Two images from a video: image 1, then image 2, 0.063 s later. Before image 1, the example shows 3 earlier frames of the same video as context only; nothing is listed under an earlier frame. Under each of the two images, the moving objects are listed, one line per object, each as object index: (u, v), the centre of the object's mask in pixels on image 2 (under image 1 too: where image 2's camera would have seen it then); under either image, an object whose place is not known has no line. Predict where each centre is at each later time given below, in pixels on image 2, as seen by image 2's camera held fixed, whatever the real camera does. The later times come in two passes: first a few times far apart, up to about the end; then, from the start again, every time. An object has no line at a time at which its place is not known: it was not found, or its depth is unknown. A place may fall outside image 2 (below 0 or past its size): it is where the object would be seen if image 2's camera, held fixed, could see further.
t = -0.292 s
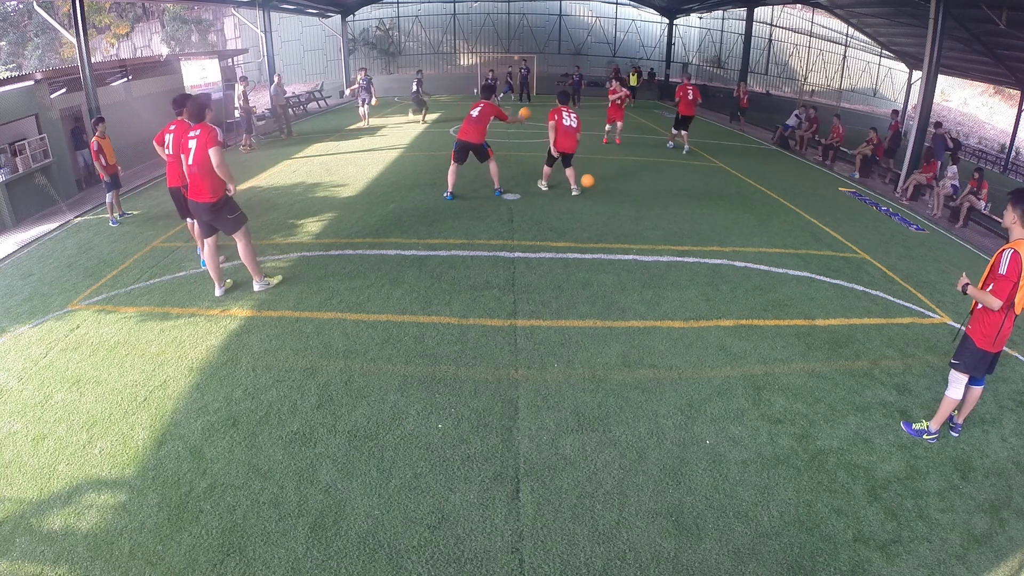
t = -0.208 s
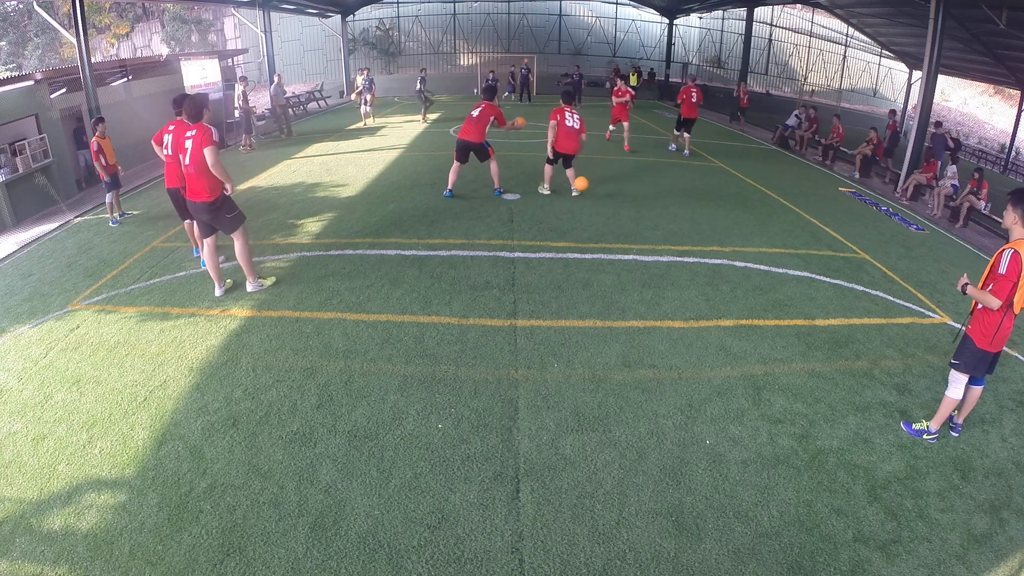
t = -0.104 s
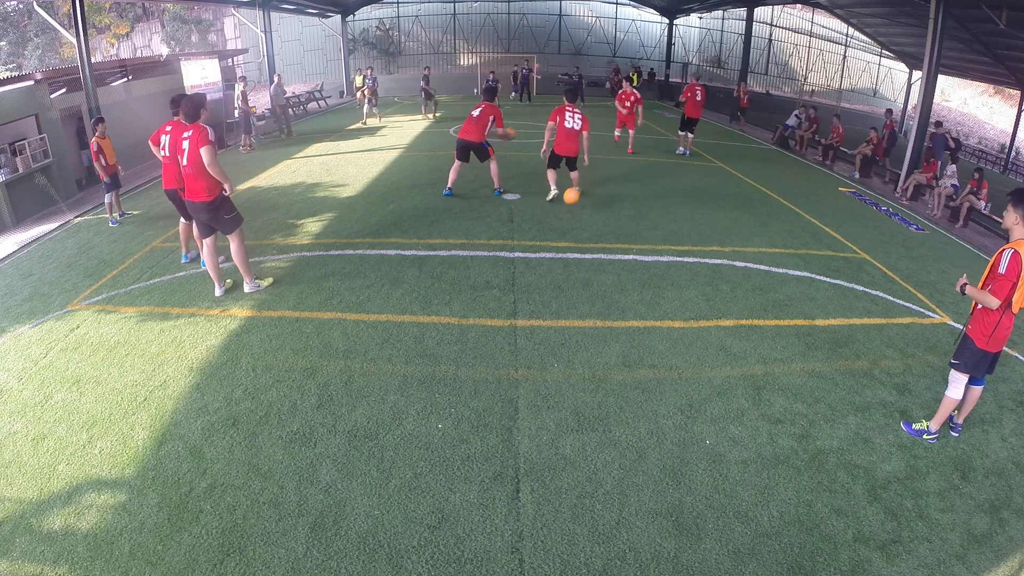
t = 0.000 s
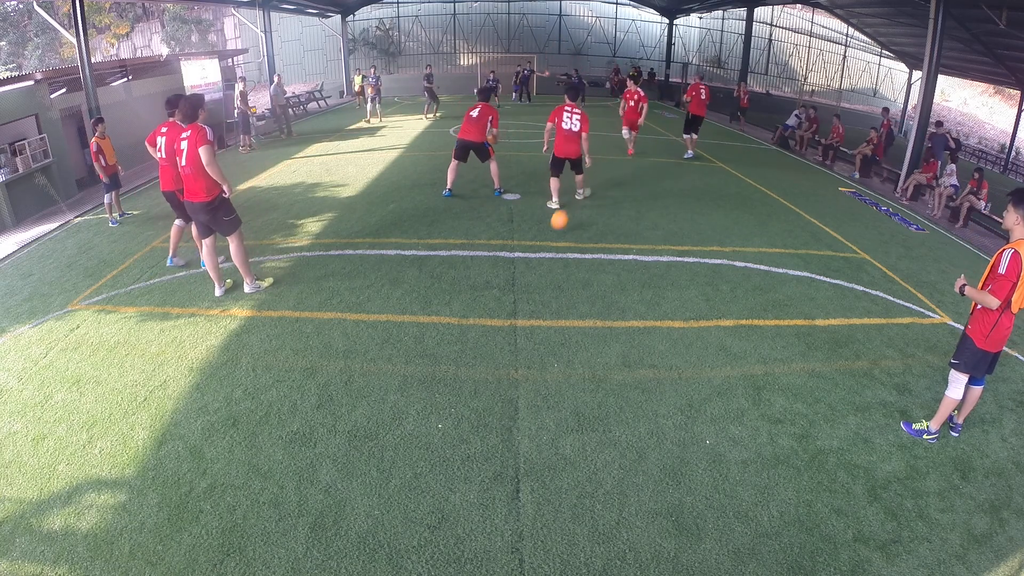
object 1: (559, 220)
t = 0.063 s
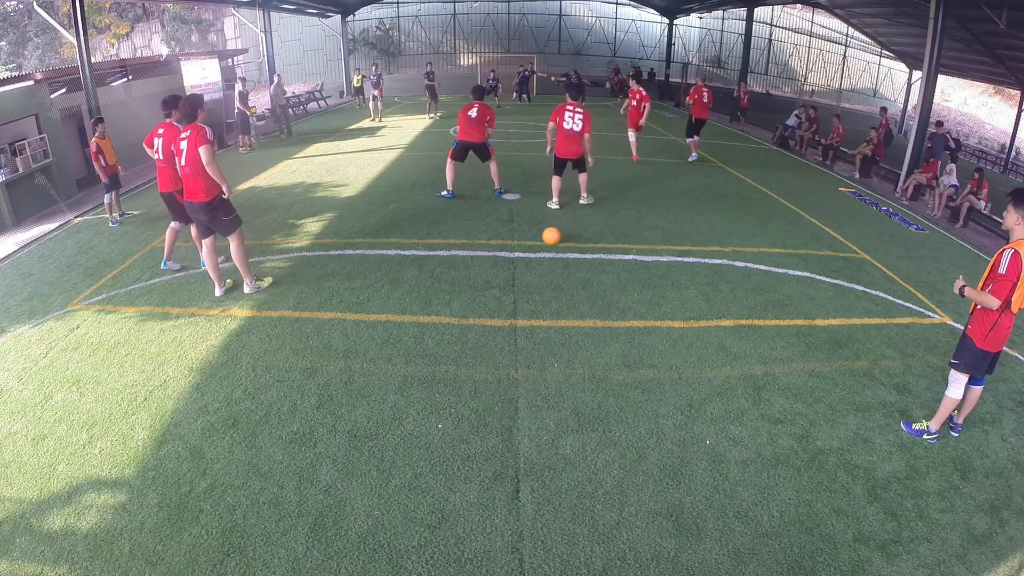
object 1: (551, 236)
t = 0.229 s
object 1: (527, 252)
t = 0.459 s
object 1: (477, 329)
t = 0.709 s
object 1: (388, 446)
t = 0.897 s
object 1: (290, 560)
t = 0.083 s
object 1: (549, 236)
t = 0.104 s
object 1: (546, 237)
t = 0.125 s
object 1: (543, 238)
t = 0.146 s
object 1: (540, 240)
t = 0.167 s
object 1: (537, 242)
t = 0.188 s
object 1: (534, 245)
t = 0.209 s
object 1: (531, 248)
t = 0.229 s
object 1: (527, 252)
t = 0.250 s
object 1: (523, 257)
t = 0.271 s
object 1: (519, 262)
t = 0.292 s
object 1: (516, 268)
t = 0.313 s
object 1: (511, 275)
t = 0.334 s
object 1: (507, 283)
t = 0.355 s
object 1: (502, 291)
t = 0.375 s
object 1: (498, 300)
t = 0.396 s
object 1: (493, 310)
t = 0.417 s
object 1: (488, 320)
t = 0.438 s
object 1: (482, 325)
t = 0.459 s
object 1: (477, 329)
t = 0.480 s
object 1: (471, 333)
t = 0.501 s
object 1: (465, 339)
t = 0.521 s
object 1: (459, 344)
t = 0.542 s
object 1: (452, 351)
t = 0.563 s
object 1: (445, 359)
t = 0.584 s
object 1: (438, 369)
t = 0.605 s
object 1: (430, 379)
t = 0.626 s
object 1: (422, 390)
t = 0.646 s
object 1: (414, 402)
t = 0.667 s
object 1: (405, 415)
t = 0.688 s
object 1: (397, 430)
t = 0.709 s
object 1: (388, 446)
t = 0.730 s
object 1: (379, 461)
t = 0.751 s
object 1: (369, 471)
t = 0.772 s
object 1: (359, 481)
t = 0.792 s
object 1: (347, 493)
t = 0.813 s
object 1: (336, 505)
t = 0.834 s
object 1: (323, 519)
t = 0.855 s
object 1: (311, 534)
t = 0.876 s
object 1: (300, 550)
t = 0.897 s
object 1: (290, 560)
